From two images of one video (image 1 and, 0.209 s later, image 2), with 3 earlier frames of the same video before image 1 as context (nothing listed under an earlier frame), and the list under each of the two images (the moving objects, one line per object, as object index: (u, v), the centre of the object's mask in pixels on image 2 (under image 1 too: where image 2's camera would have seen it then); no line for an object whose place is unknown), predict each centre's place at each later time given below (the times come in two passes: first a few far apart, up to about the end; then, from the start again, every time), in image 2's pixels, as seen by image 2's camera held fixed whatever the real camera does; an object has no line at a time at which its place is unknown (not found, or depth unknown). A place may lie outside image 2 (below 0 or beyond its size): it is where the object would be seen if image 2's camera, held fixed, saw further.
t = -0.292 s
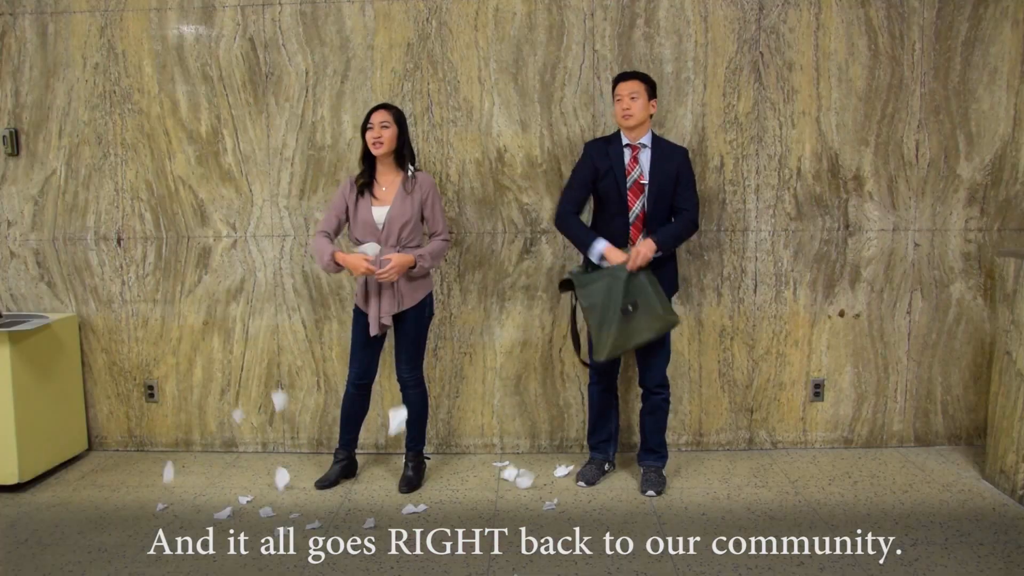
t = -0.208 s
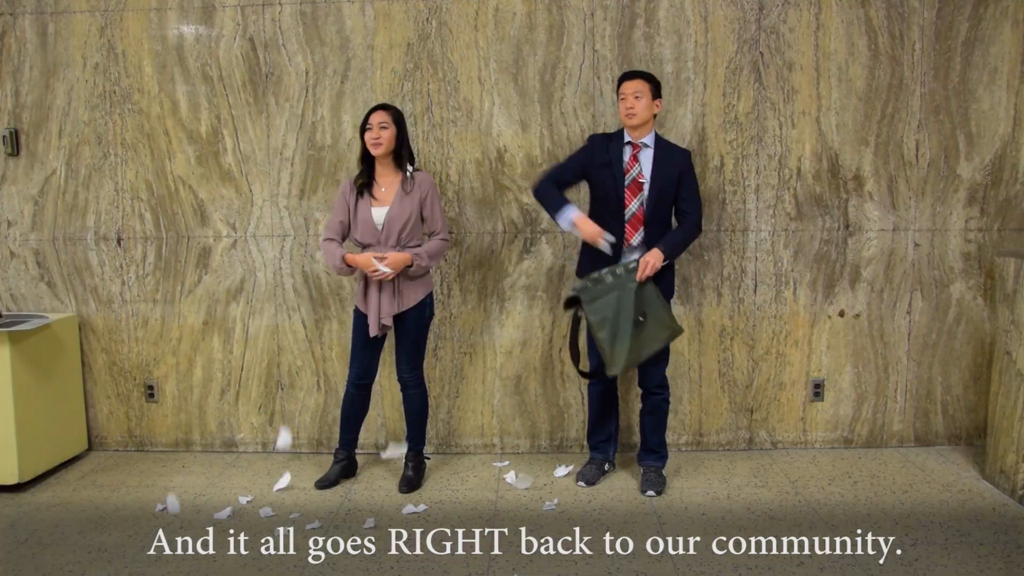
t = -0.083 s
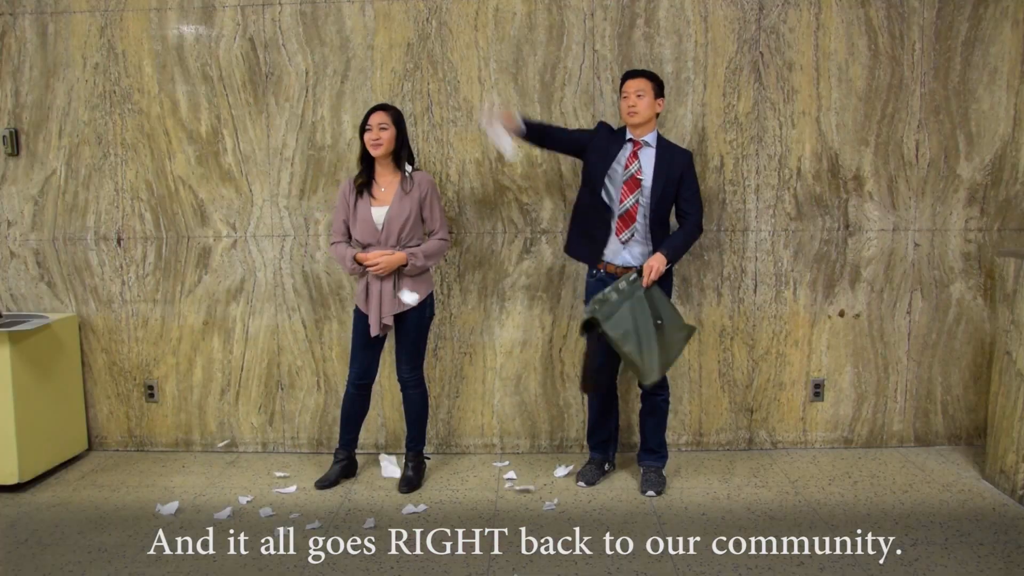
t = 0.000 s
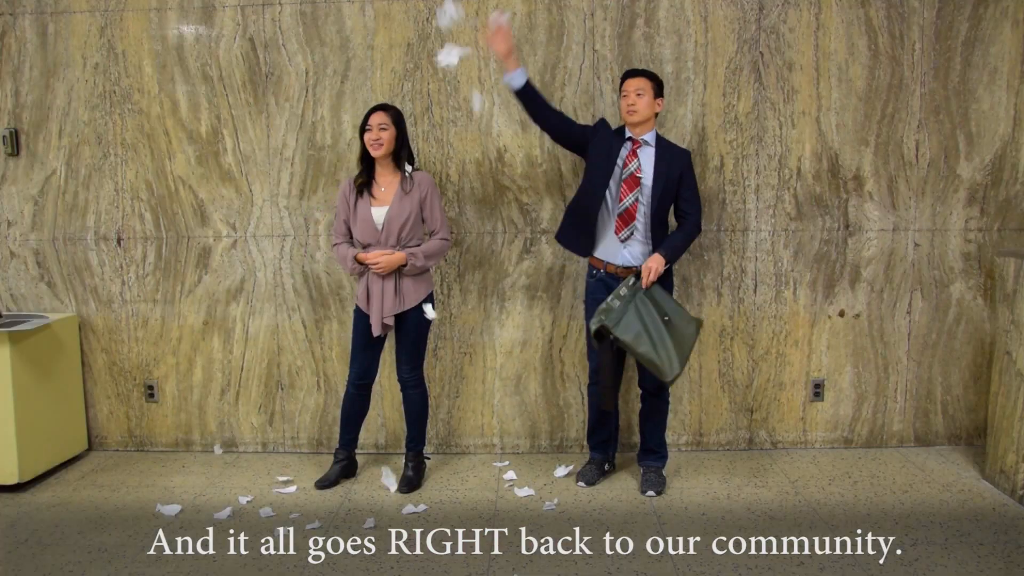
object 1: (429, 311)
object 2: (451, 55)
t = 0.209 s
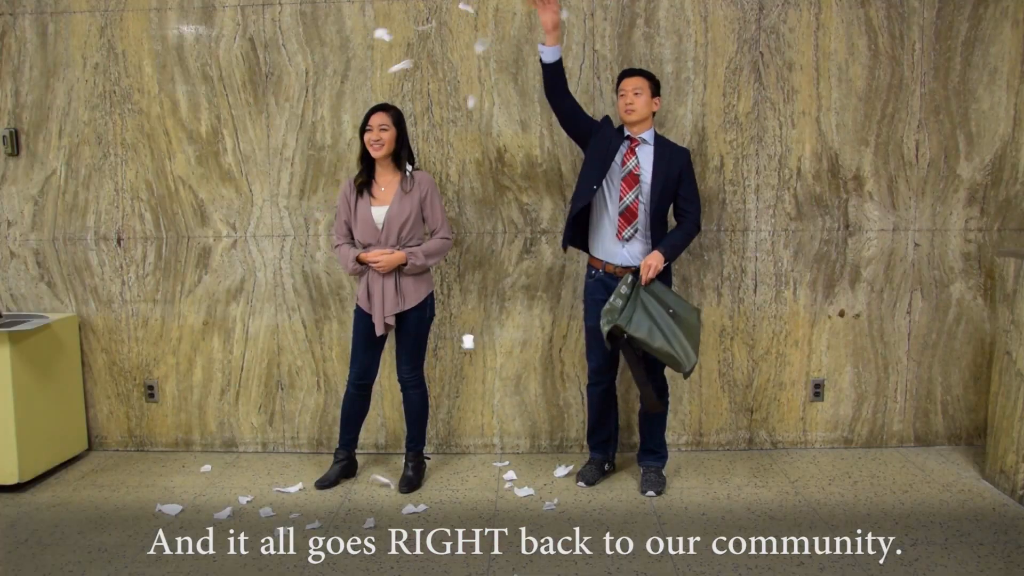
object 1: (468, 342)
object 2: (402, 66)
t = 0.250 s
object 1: (471, 347)
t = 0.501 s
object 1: (498, 378)
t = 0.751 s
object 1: (503, 408)
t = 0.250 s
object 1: (471, 347)
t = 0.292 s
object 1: (477, 355)
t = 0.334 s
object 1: (480, 358)
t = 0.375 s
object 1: (481, 363)
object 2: (346, 128)
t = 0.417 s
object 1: (490, 371)
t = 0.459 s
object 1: (494, 373)
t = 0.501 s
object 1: (498, 378)
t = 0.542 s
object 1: (499, 386)
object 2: (335, 224)
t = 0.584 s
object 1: (500, 388)
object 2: (337, 244)
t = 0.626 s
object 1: (500, 394)
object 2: (342, 271)
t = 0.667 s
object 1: (501, 400)
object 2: (349, 297)
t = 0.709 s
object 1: (502, 403)
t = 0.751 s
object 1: (503, 408)
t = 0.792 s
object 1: (499, 415)
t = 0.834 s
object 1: (497, 419)
